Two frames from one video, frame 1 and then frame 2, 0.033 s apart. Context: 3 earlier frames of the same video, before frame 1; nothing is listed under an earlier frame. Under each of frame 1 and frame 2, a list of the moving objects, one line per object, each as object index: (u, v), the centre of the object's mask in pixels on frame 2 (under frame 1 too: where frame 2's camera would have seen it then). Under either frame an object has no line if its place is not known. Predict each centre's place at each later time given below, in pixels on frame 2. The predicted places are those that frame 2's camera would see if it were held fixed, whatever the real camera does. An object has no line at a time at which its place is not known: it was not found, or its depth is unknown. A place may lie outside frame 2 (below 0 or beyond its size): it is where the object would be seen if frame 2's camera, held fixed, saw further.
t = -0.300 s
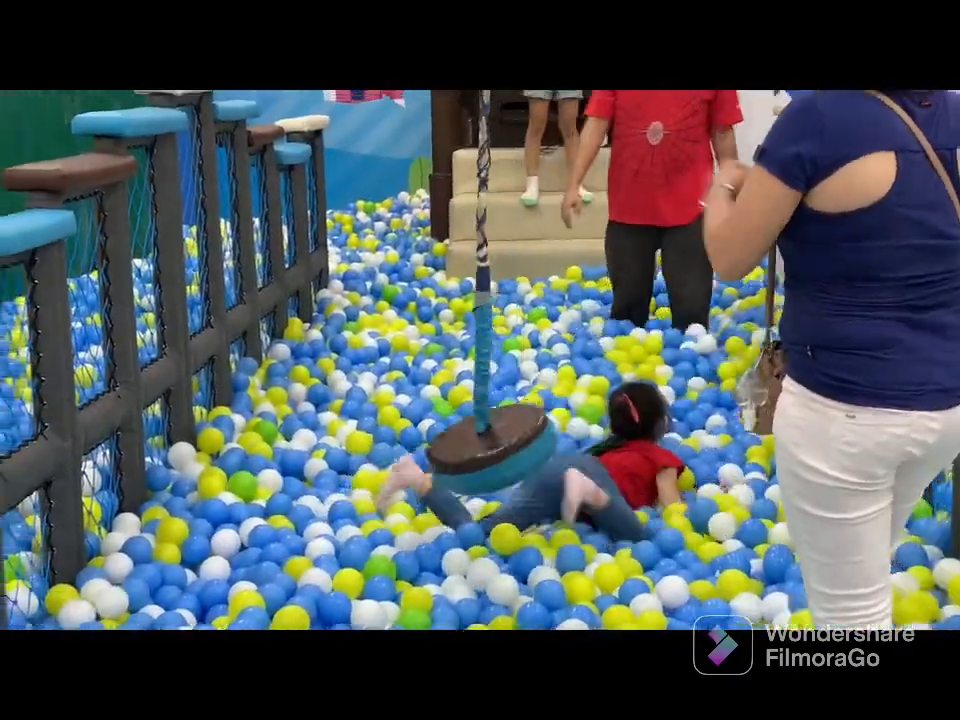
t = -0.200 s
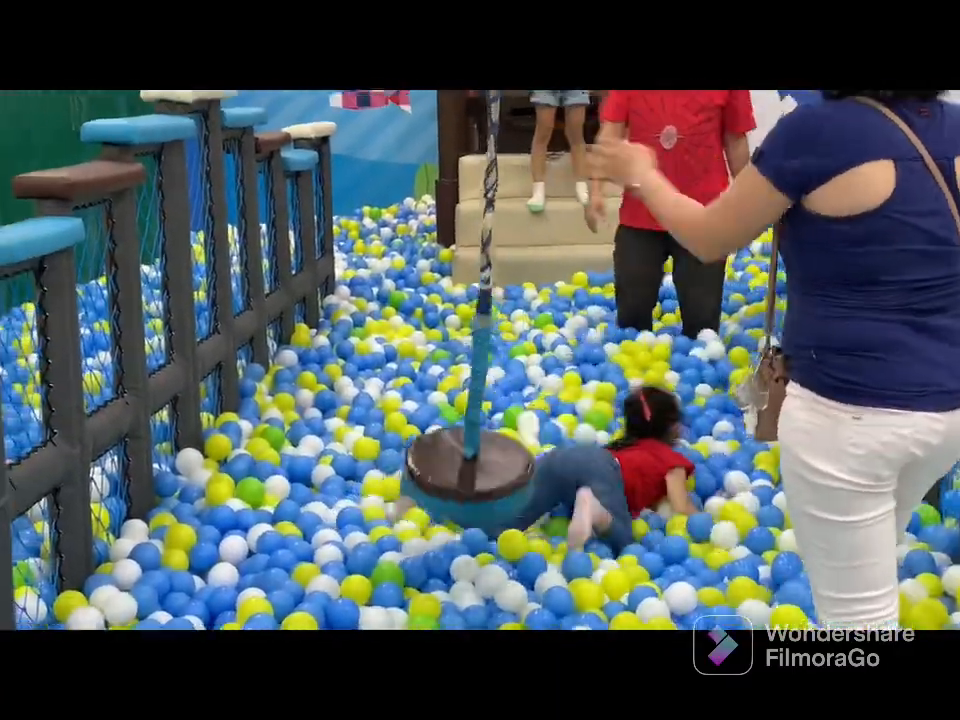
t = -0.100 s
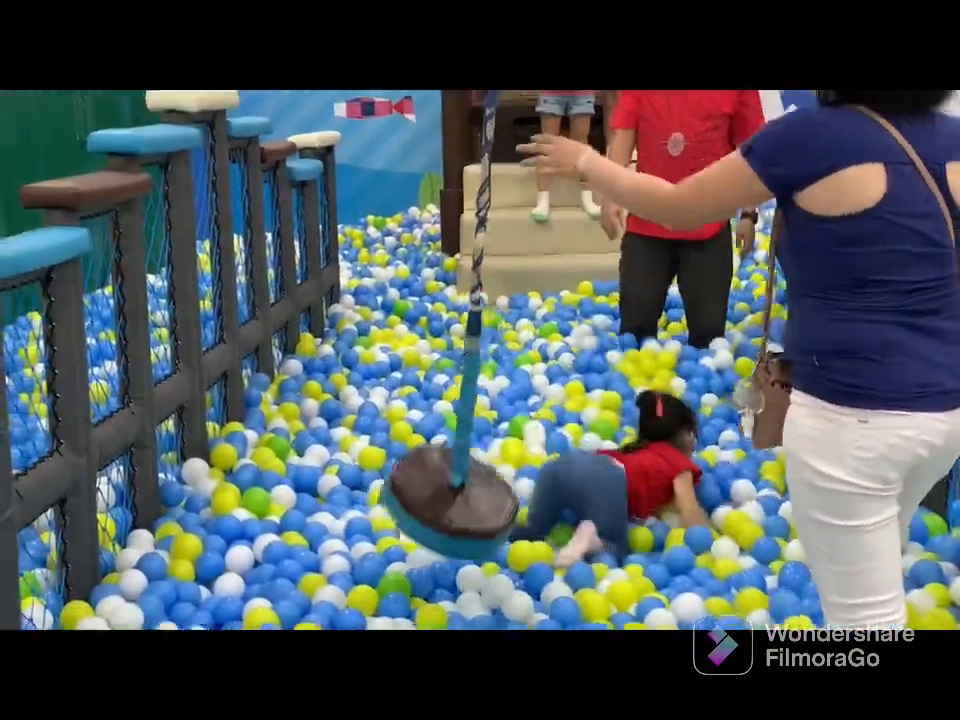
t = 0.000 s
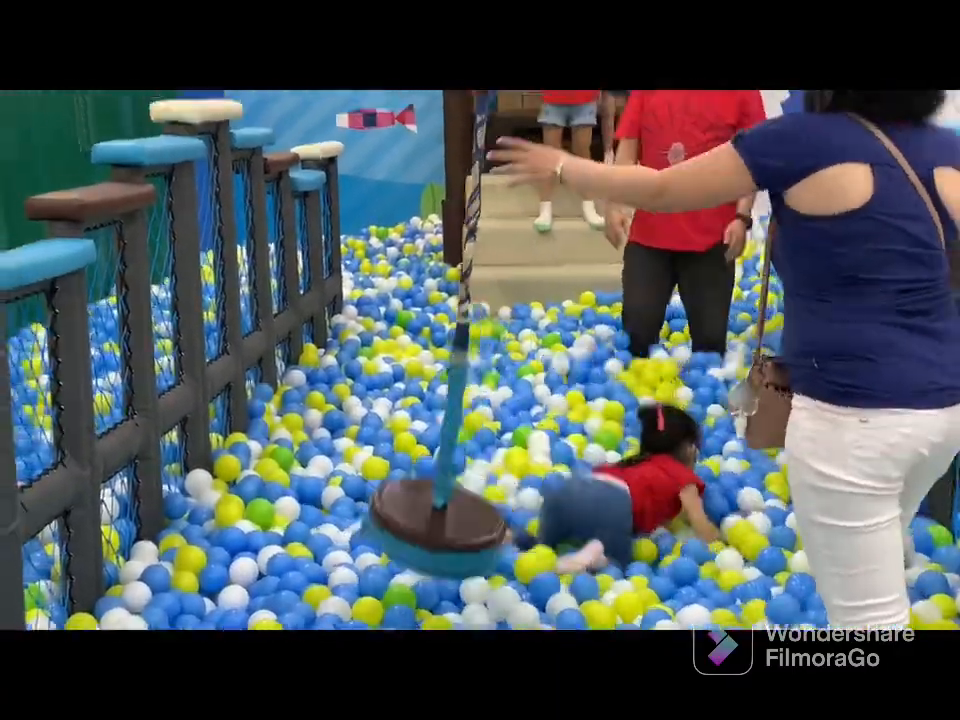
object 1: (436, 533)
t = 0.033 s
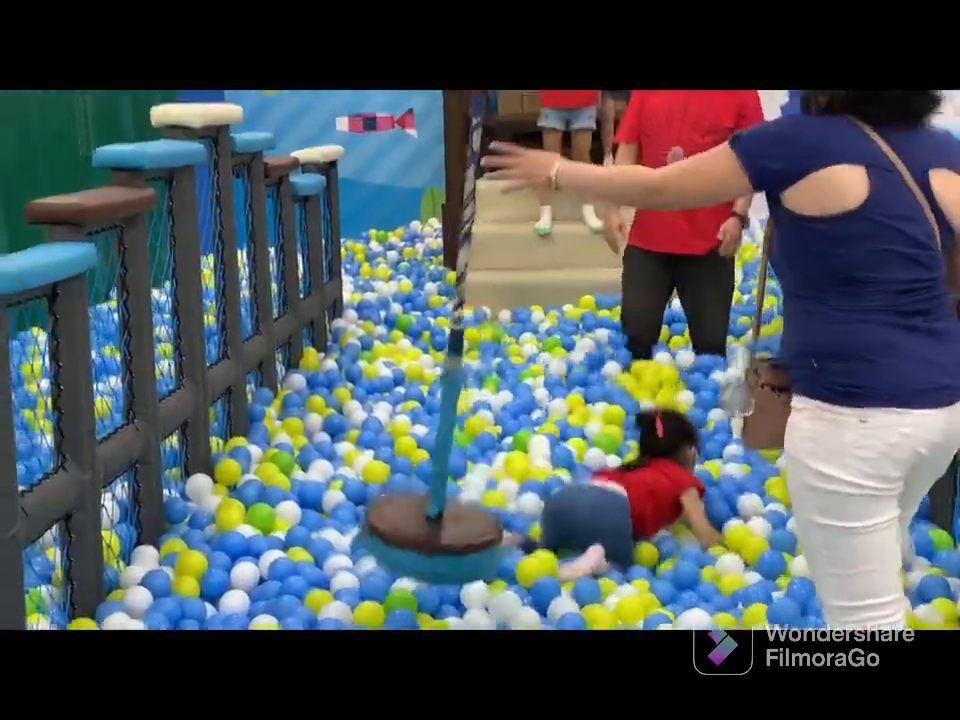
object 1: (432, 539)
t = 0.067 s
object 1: (427, 544)
